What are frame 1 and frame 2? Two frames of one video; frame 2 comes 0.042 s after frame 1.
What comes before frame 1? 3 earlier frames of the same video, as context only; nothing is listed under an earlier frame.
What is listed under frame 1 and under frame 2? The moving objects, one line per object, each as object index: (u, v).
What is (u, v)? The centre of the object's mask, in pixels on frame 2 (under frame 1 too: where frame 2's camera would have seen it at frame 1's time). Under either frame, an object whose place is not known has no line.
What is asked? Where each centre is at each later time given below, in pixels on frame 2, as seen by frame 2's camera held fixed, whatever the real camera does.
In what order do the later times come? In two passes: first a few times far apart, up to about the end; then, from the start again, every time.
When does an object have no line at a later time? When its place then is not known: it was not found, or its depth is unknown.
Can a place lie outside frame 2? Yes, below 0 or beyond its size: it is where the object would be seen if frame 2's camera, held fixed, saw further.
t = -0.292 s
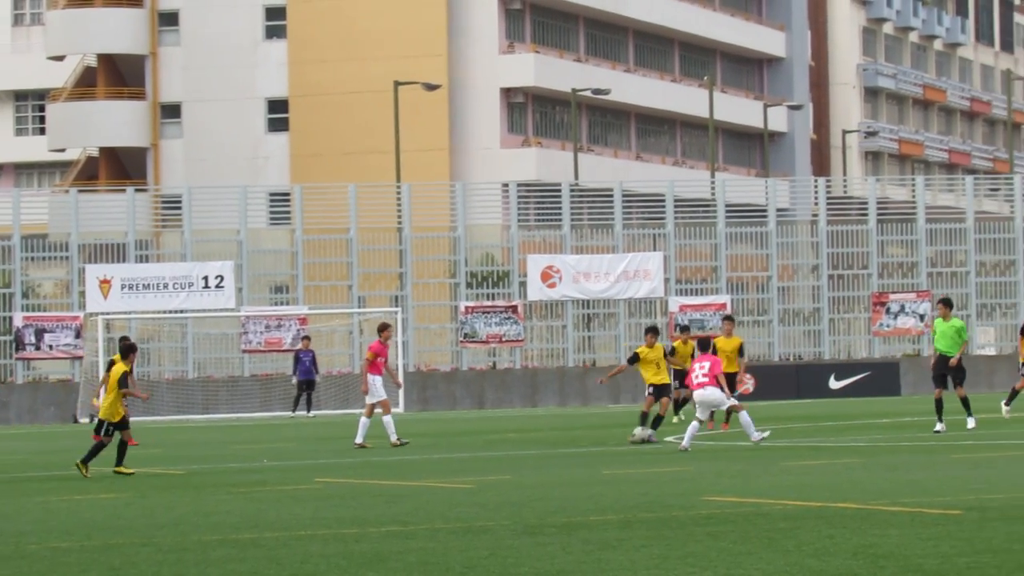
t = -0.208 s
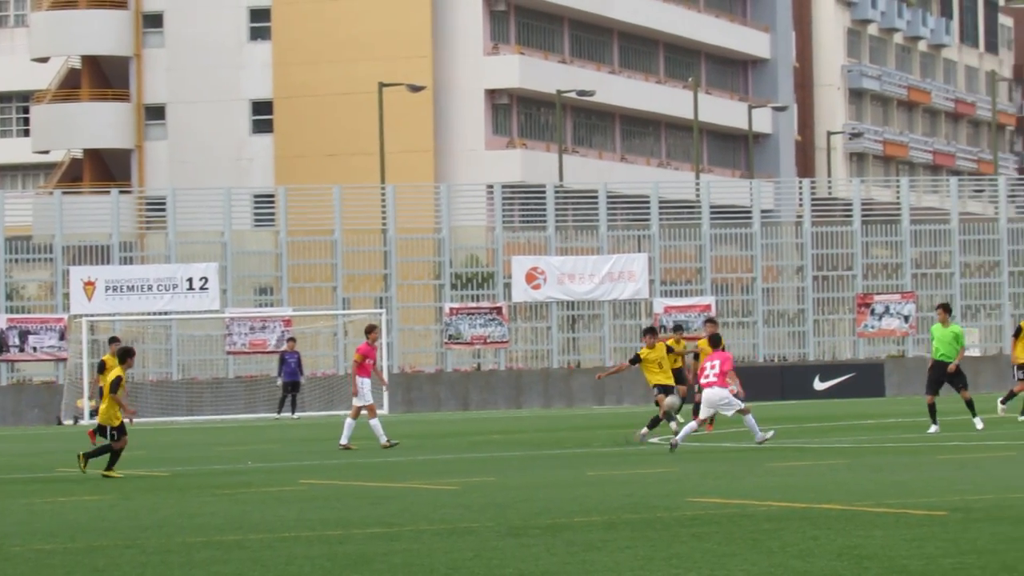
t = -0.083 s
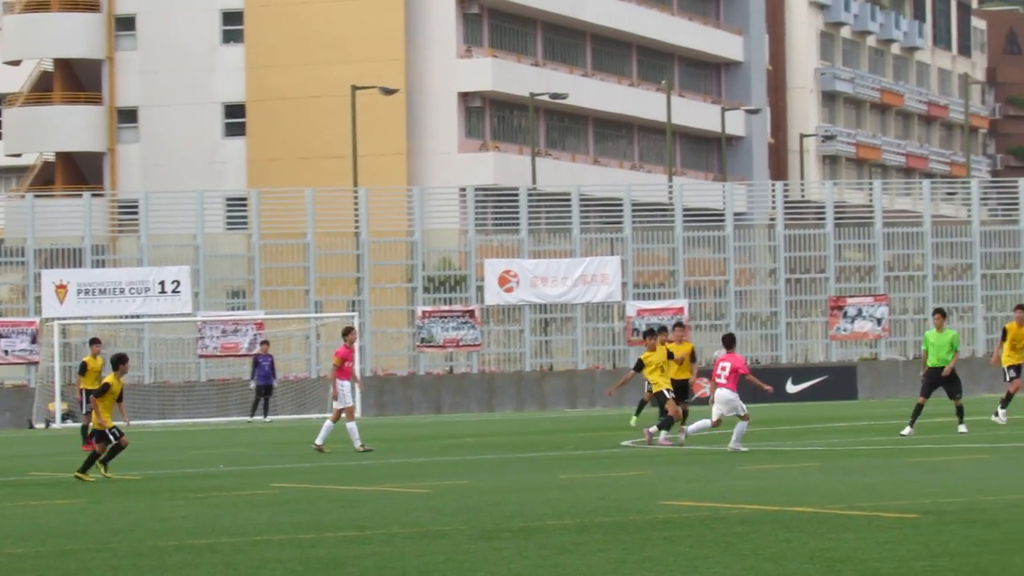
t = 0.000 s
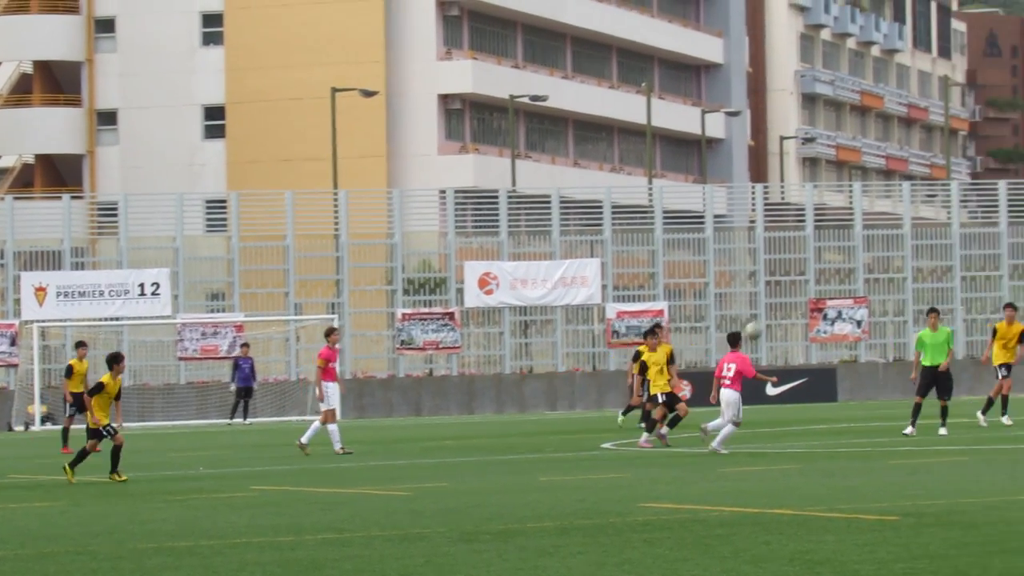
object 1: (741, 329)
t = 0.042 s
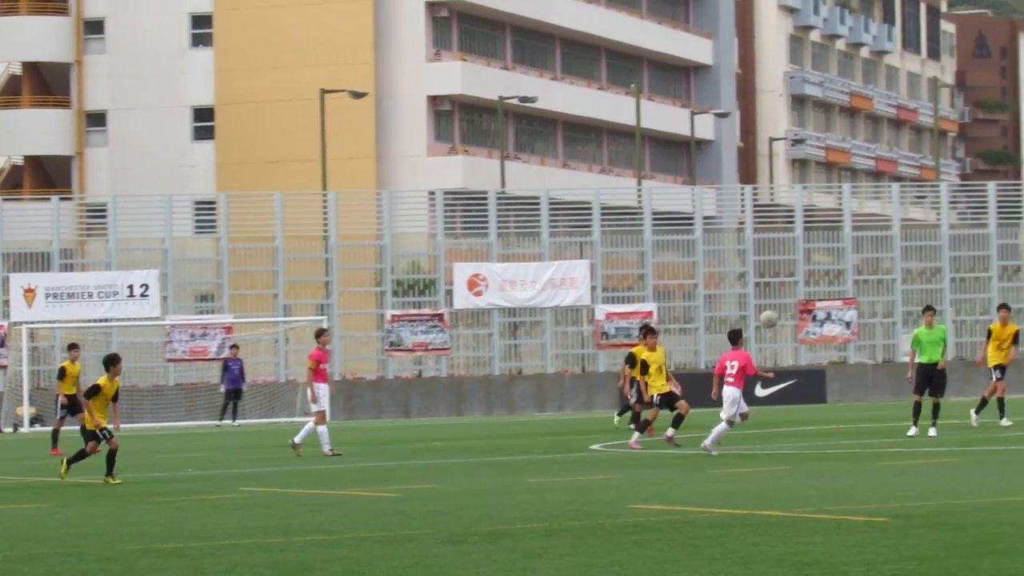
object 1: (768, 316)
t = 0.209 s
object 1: (875, 269)
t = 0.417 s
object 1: (1020, 233)
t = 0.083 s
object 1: (794, 304)
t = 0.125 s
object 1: (821, 291)
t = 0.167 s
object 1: (847, 280)
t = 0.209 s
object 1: (875, 269)
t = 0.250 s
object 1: (904, 260)
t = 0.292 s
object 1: (933, 253)
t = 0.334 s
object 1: (962, 246)
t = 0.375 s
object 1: (991, 238)
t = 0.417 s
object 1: (1020, 233)
